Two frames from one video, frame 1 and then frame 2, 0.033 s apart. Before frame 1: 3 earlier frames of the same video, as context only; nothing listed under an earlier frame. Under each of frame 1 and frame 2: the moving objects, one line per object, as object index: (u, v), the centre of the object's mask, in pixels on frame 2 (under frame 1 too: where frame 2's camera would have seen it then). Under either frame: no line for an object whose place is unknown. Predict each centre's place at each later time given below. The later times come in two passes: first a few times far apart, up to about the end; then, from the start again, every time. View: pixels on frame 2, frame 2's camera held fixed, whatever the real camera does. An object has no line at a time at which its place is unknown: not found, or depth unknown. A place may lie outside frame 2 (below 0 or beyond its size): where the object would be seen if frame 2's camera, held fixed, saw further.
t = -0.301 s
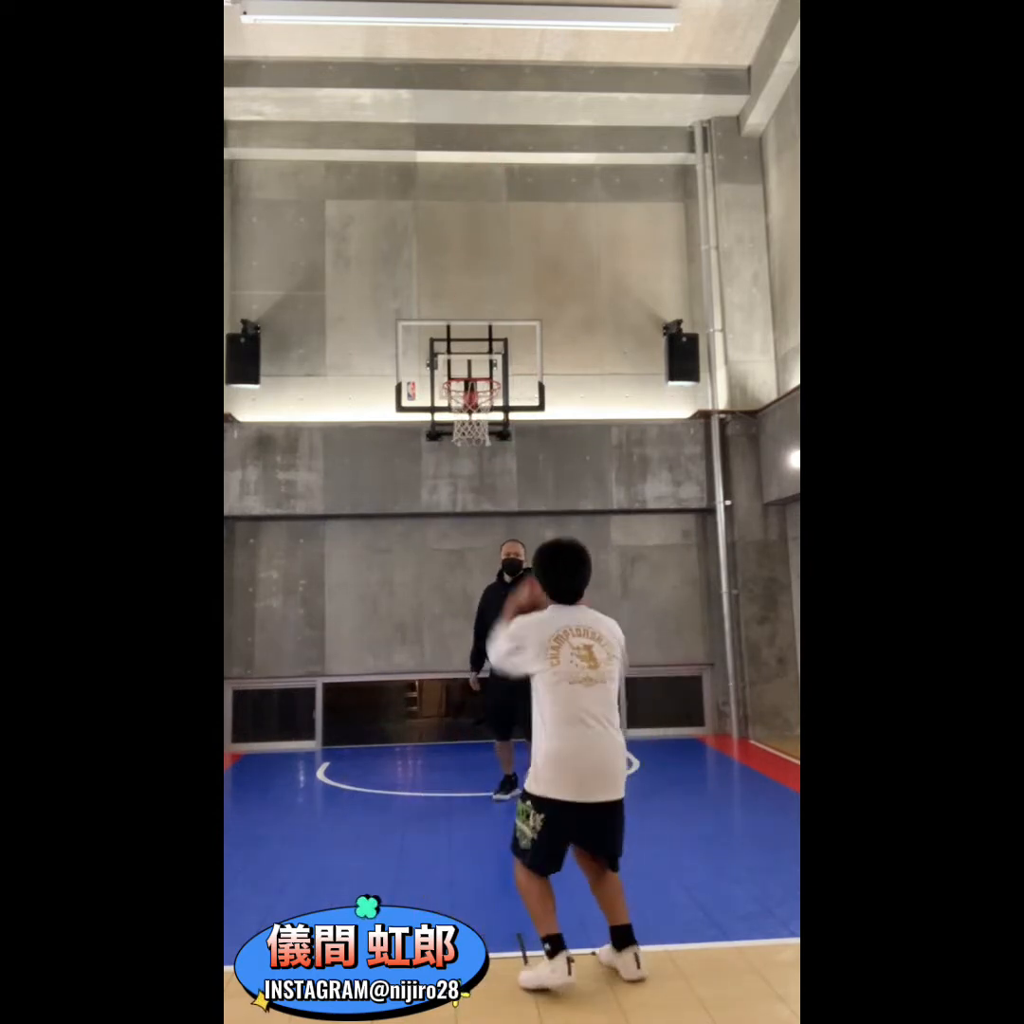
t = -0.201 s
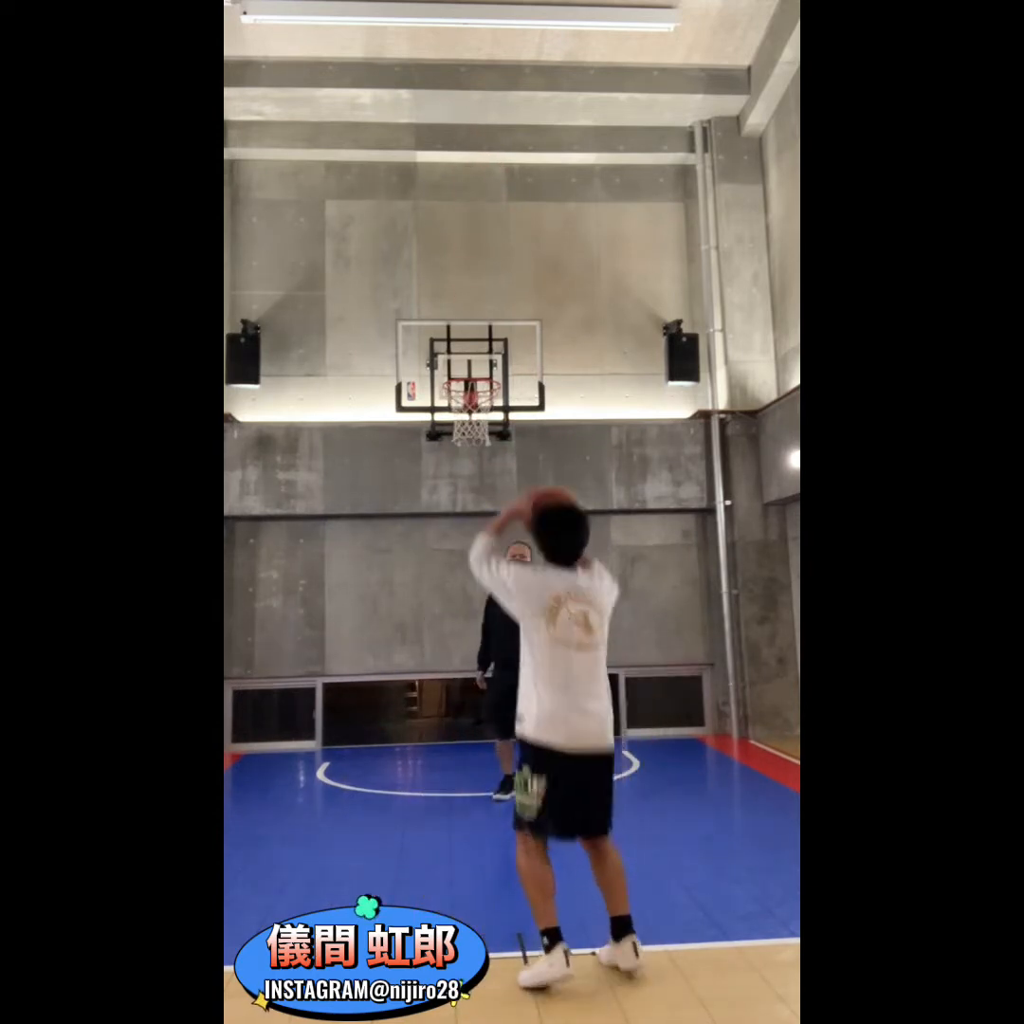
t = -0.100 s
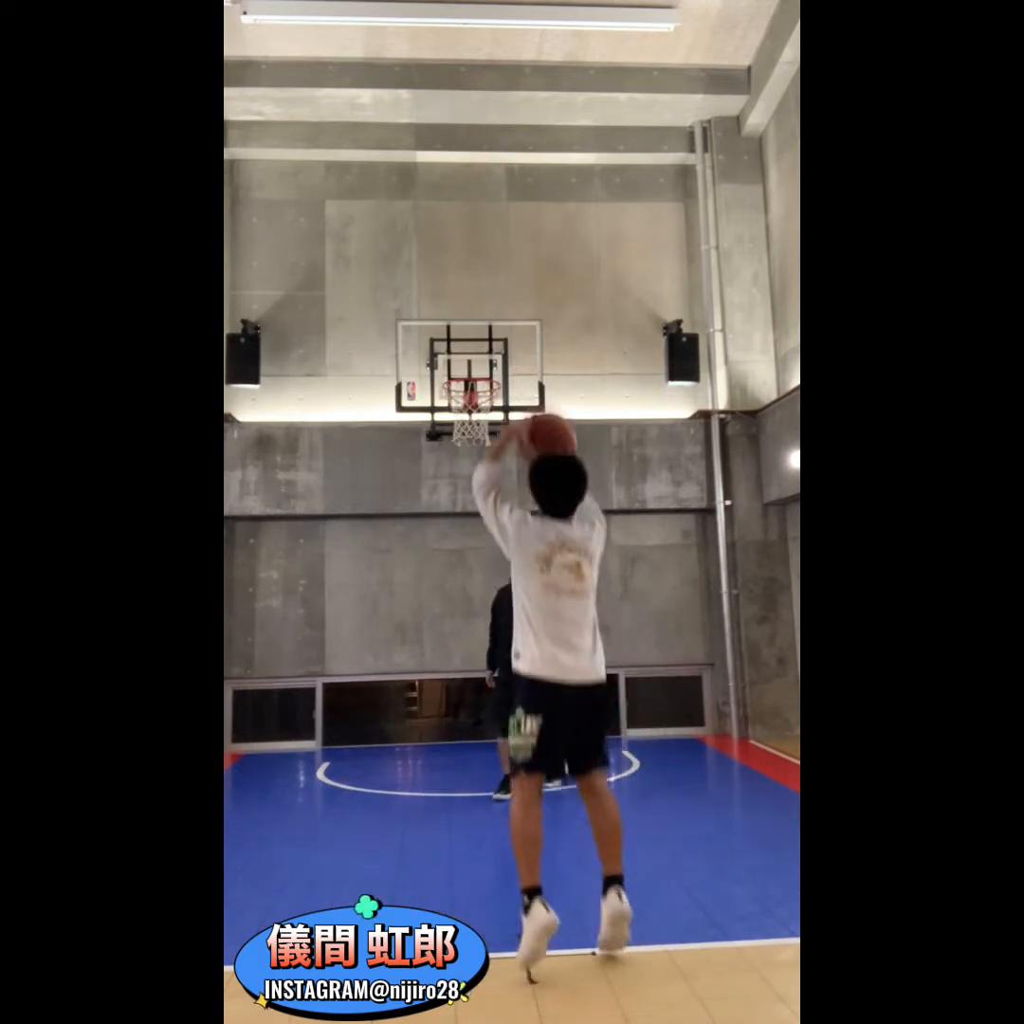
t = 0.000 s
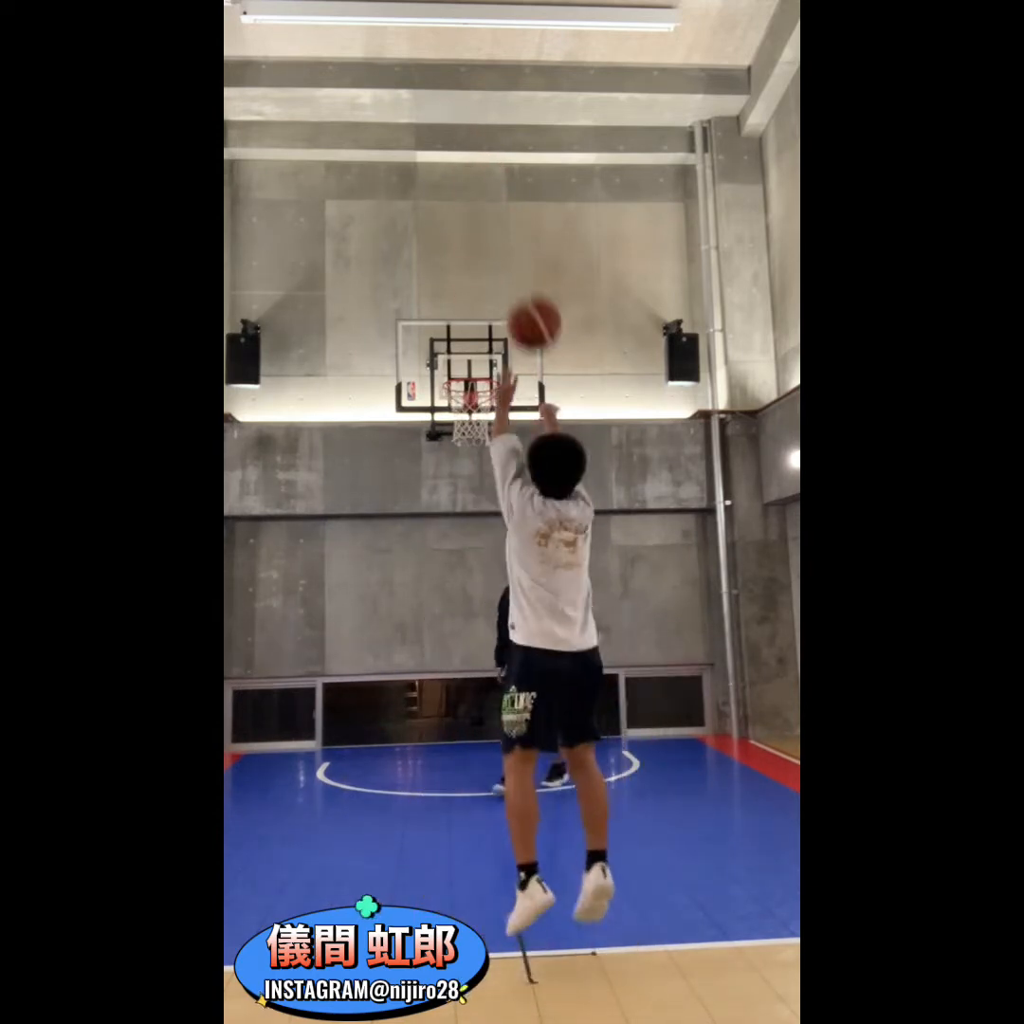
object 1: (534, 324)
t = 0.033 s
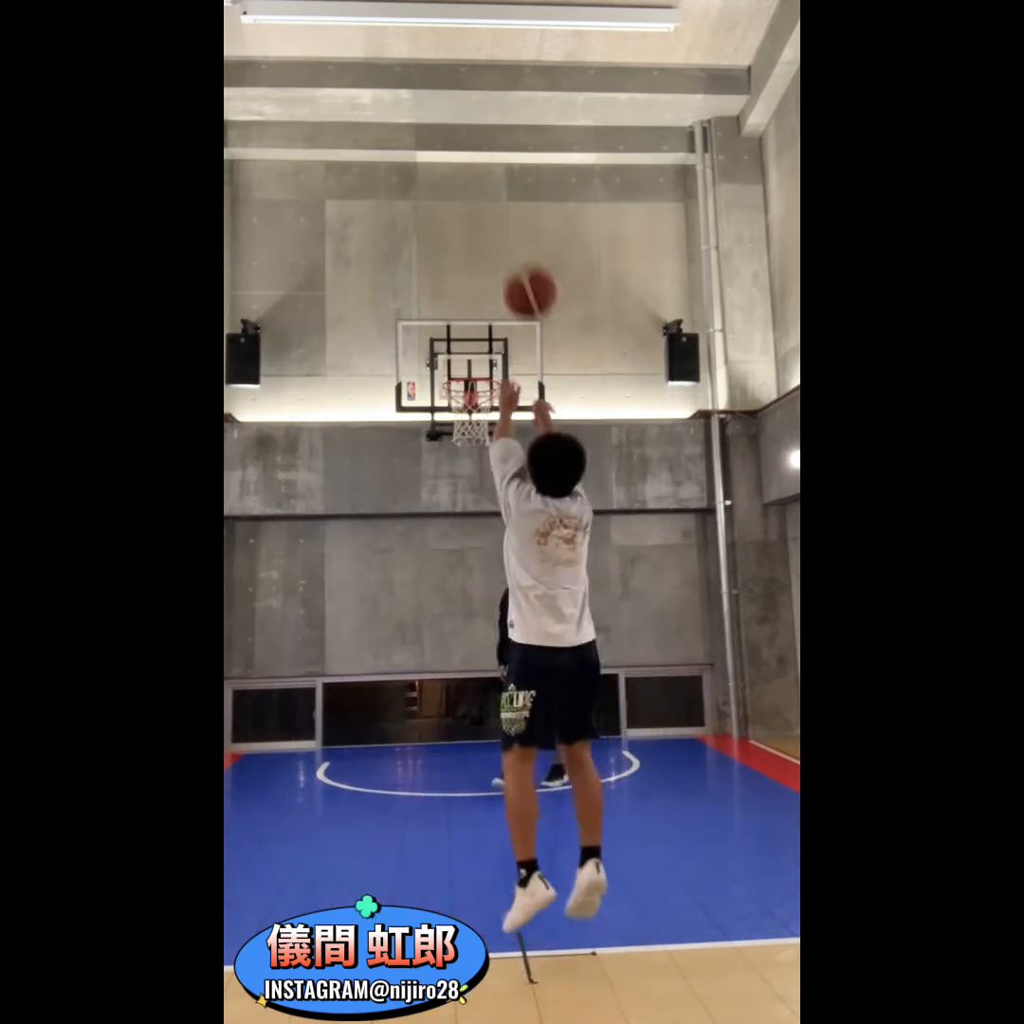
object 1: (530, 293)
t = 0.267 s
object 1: (510, 173)
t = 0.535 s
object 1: (498, 176)
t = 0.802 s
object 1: (492, 267)
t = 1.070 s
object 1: (476, 394)
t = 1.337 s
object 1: (465, 398)
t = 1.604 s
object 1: (488, 421)
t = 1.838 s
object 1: (480, 479)
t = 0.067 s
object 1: (525, 265)
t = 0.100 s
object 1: (522, 241)
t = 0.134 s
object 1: (519, 222)
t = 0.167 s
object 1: (516, 205)
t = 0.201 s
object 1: (514, 191)
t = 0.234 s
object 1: (512, 180)
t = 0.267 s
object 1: (510, 173)
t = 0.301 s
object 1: (507, 166)
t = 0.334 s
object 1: (506, 162)
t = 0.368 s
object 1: (503, 160)
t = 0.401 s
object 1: (502, 160)
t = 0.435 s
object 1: (500, 163)
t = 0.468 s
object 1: (500, 165)
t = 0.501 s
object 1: (499, 169)
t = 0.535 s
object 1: (498, 176)
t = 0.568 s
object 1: (496, 185)
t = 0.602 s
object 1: (496, 191)
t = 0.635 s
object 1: (494, 201)
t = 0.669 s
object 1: (493, 212)
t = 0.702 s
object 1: (493, 224)
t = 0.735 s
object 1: (492, 237)
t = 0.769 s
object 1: (493, 251)
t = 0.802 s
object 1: (492, 267)
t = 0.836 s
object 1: (490, 282)
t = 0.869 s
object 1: (489, 298)
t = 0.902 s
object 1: (489, 315)
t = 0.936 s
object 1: (489, 333)
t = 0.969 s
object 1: (489, 351)
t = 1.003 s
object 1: (487, 370)
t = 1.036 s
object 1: (484, 382)
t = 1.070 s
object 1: (476, 394)
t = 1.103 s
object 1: (466, 395)
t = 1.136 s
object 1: (459, 397)
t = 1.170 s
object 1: (456, 400)
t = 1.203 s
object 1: (455, 402)
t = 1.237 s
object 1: (455, 402)
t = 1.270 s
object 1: (459, 401)
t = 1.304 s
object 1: (463, 399)
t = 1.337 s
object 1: (465, 398)
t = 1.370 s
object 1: (470, 398)
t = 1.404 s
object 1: (475, 399)
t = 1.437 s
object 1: (477, 401)
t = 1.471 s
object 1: (480, 403)
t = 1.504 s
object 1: (482, 406)
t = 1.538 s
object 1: (484, 410)
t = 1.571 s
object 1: (486, 416)
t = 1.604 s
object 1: (488, 421)
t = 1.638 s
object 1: (488, 426)
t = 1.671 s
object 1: (485, 432)
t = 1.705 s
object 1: (485, 438)
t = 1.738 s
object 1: (484, 449)
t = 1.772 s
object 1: (483, 458)
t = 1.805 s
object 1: (482, 470)
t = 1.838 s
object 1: (480, 479)
